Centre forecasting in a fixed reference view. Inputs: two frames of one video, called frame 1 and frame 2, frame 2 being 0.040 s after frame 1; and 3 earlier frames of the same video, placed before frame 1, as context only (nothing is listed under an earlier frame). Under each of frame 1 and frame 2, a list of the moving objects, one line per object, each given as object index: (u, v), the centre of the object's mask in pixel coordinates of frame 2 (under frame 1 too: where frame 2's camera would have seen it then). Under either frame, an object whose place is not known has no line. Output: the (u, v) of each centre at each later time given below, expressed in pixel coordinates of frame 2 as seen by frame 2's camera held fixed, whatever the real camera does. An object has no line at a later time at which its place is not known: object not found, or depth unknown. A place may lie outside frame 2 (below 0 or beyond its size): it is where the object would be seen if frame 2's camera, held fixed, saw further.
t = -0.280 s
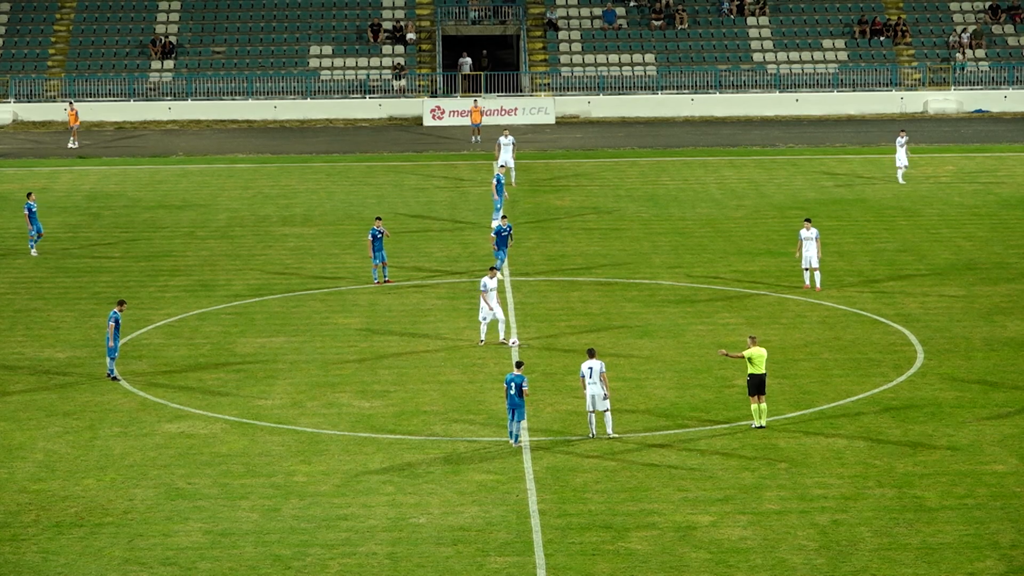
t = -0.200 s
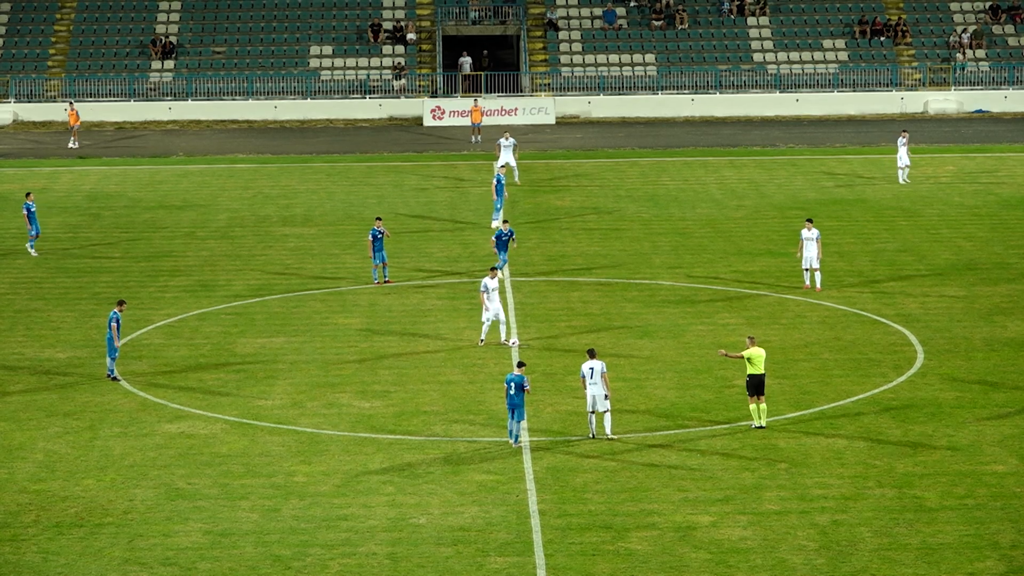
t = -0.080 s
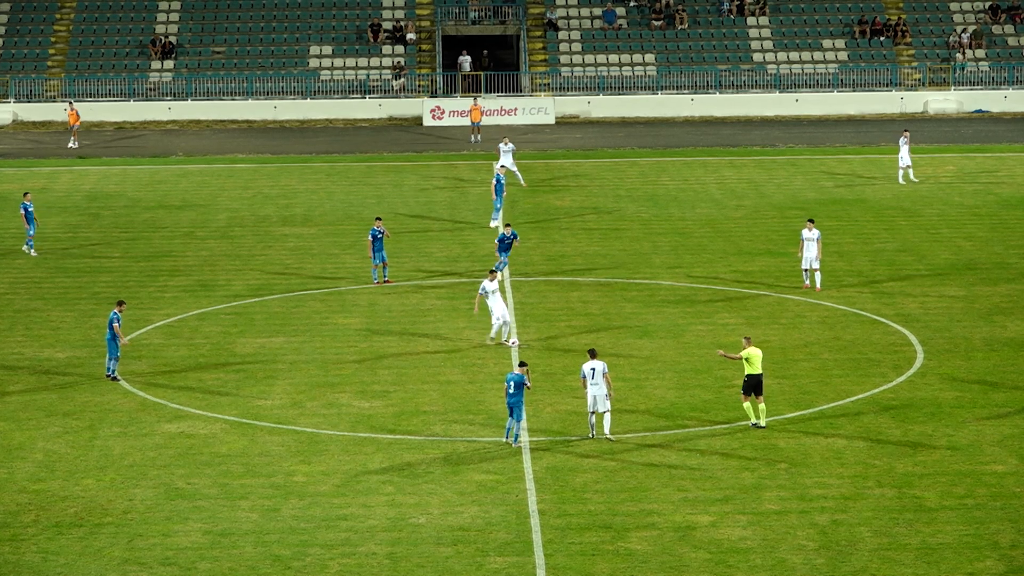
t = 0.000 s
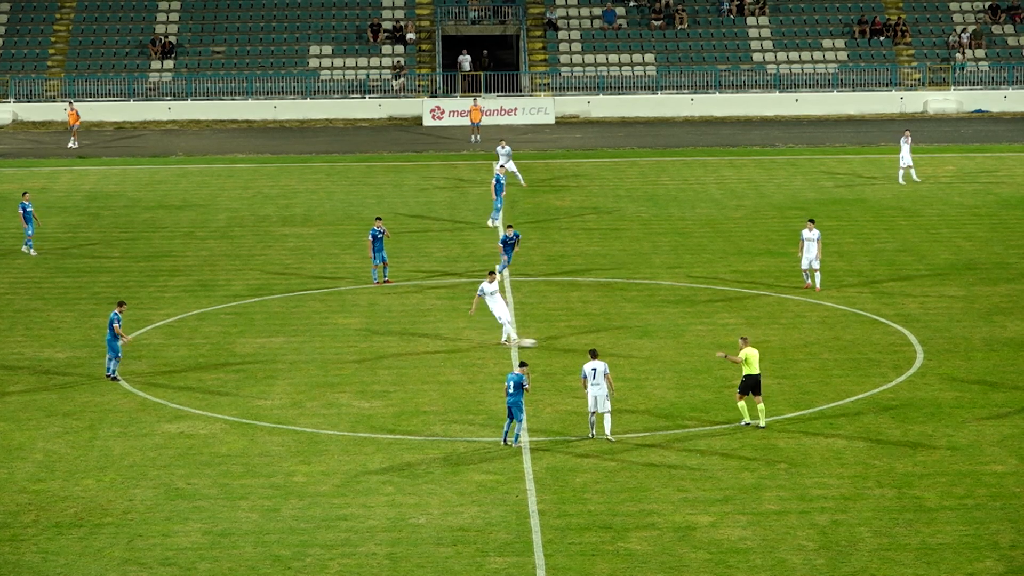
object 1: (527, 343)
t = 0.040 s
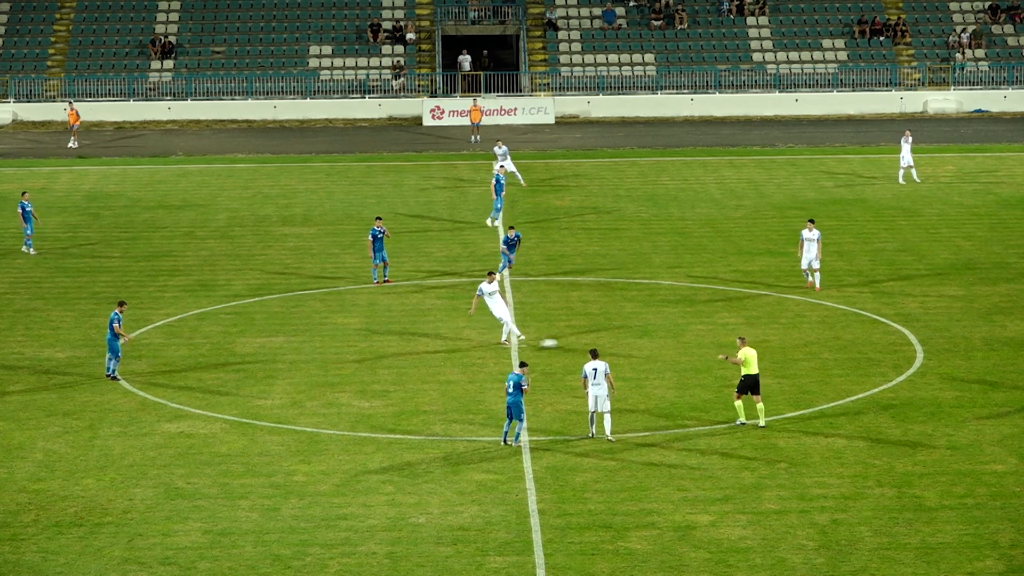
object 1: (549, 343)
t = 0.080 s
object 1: (569, 345)
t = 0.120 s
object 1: (590, 347)
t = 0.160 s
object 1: (611, 349)
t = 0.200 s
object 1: (629, 349)
